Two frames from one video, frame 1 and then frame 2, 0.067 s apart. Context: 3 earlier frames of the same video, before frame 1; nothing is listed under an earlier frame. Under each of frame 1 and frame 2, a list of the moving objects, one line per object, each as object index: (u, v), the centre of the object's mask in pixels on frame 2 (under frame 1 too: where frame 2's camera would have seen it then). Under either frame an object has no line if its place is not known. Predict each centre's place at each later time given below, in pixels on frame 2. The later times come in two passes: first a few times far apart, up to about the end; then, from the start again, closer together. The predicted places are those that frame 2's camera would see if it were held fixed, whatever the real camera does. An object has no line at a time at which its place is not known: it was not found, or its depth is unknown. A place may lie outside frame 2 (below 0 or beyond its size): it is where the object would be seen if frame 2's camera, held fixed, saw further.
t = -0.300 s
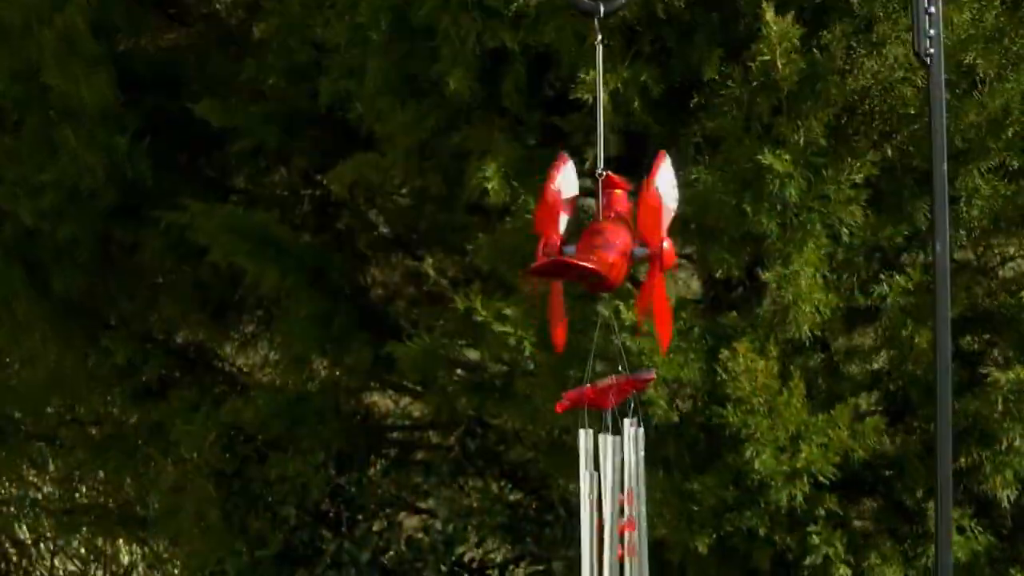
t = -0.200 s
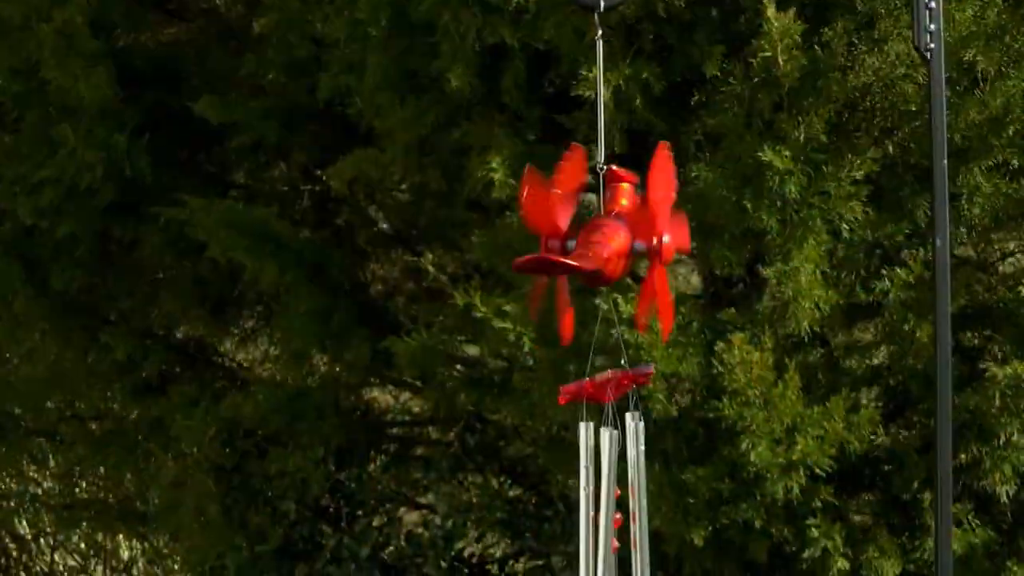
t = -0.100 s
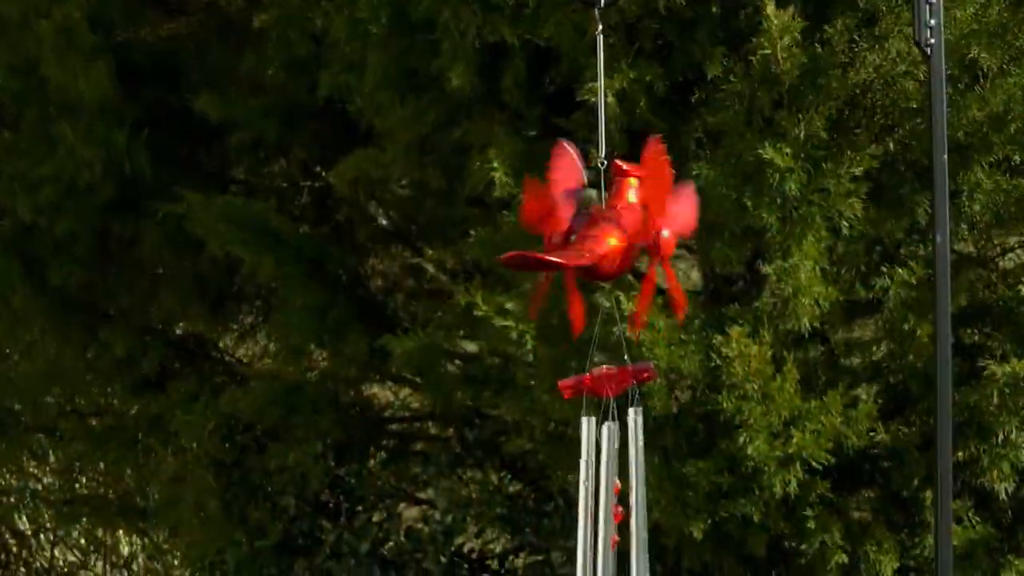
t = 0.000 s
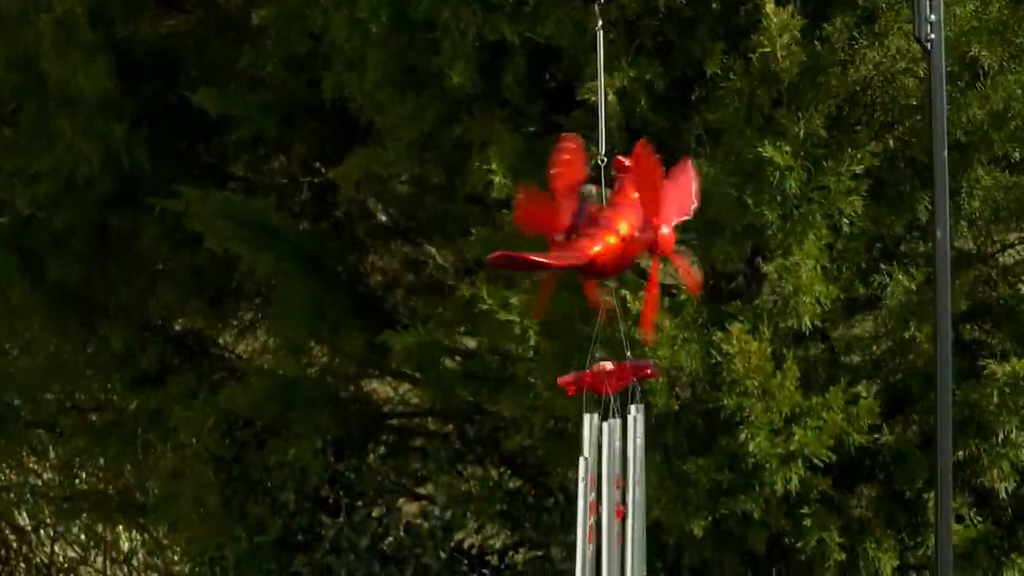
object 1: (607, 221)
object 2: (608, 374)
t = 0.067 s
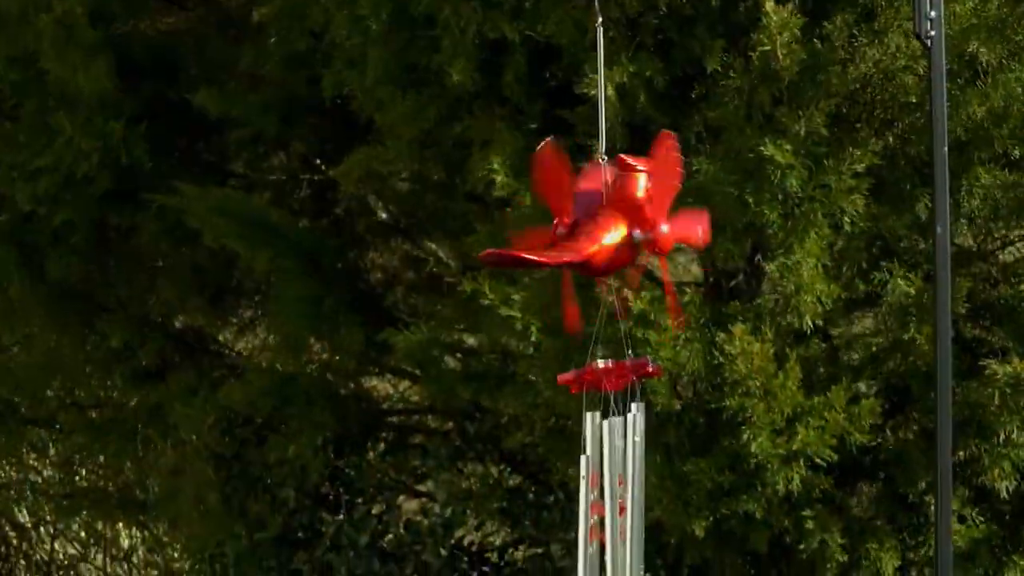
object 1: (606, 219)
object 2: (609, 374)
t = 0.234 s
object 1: (607, 215)
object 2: (614, 371)
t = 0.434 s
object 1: (610, 219)
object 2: (620, 370)
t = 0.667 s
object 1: (613, 223)
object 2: (623, 370)
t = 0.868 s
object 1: (611, 231)
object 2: (618, 369)
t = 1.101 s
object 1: (609, 227)
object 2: (615, 369)
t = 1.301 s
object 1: (610, 233)
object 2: (615, 369)
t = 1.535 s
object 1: (612, 231)
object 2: (618, 371)
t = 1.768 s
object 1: (616, 227)
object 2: (620, 371)
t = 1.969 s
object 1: (607, 228)
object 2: (618, 371)
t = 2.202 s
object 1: (610, 230)
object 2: (615, 370)
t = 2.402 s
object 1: (610, 229)
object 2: (617, 371)
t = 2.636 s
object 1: (614, 233)
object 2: (619, 370)
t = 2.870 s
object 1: (610, 233)
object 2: (618, 369)
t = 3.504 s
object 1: (600, 236)
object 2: (604, 367)
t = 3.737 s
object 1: (602, 247)
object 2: (602, 368)
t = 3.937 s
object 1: (604, 254)
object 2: (603, 369)
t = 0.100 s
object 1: (603, 222)
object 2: (609, 374)
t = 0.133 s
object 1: (606, 219)
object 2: (609, 374)
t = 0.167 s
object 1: (608, 211)
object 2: (611, 373)
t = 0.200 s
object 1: (608, 218)
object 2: (612, 373)
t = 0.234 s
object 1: (607, 215)
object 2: (614, 371)
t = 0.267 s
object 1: (606, 217)
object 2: (614, 371)
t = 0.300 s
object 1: (609, 213)
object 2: (614, 370)
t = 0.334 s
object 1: (604, 217)
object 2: (616, 370)
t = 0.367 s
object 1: (605, 217)
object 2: (616, 370)
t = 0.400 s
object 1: (607, 218)
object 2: (618, 370)
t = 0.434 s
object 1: (610, 219)
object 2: (620, 370)
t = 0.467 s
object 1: (608, 222)
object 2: (621, 371)
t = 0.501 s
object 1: (609, 222)
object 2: (622, 371)
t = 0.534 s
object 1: (611, 223)
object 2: (623, 371)
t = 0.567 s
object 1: (614, 222)
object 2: (624, 371)
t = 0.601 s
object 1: (611, 225)
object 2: (623, 371)
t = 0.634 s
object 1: (611, 224)
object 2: (623, 370)
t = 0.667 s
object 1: (613, 223)
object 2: (623, 370)
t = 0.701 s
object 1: (612, 224)
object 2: (622, 369)
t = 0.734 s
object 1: (610, 225)
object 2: (621, 369)
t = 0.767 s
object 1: (610, 227)
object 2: (621, 369)
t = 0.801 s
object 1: (613, 227)
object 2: (620, 369)
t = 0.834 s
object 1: (613, 229)
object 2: (619, 369)
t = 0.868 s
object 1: (611, 231)
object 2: (618, 369)
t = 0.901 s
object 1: (610, 231)
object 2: (617, 369)
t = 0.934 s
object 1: (613, 231)
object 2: (617, 370)
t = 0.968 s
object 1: (613, 232)
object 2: (616, 370)
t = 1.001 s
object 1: (608, 234)
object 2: (615, 370)
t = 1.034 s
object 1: (607, 232)
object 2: (615, 370)
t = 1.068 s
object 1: (609, 228)
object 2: (615, 369)
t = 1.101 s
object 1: (609, 227)
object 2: (615, 369)
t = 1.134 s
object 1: (609, 225)
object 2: (615, 368)
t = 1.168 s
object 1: (604, 226)
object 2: (615, 368)
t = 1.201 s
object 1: (608, 224)
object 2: (615, 368)
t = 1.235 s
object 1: (612, 226)
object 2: (615, 368)
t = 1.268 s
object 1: (613, 230)
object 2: (615, 368)
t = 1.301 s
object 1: (610, 233)
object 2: (615, 369)
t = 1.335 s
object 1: (611, 232)
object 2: (616, 369)
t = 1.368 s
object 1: (612, 232)
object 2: (616, 370)
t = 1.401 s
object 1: (612, 233)
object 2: (616, 371)
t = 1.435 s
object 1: (608, 236)
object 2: (617, 371)
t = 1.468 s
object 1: (609, 232)
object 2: (617, 371)
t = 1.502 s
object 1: (612, 229)
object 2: (618, 371)
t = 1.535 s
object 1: (612, 231)
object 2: (618, 371)
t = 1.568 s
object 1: (606, 232)
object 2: (618, 370)
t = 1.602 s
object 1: (610, 228)
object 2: (618, 370)
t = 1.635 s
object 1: (616, 227)
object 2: (619, 370)
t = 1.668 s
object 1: (611, 229)
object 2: (619, 370)
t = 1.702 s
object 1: (609, 229)
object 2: (620, 370)
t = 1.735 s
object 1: (612, 228)
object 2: (620, 370)
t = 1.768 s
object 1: (616, 227)
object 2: (620, 371)
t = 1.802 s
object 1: (612, 229)
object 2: (620, 371)
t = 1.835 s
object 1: (609, 229)
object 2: (619, 372)
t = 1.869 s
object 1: (612, 230)
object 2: (619, 372)
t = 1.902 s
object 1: (616, 227)
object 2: (619, 372)
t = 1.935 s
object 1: (607, 231)
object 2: (618, 372)
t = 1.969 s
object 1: (607, 228)
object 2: (618, 371)
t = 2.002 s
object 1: (614, 228)
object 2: (617, 371)
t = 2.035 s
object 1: (613, 227)
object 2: (617, 371)
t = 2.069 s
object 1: (608, 230)
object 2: (617, 370)
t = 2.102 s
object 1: (612, 228)
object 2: (615, 370)
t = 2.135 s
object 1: (612, 225)
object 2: (615, 370)
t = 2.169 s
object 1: (609, 229)
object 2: (616, 370)
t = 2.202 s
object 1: (610, 230)
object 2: (615, 370)
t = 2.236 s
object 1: (611, 231)
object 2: (615, 371)
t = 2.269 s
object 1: (612, 229)
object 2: (615, 371)
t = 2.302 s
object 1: (608, 231)
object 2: (615, 371)
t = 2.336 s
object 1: (610, 230)
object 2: (616, 371)
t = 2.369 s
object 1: (612, 227)
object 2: (616, 371)
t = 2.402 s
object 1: (610, 229)
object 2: (617, 371)
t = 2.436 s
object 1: (608, 227)
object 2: (617, 370)
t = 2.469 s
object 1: (609, 227)
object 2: (617, 370)
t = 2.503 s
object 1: (616, 228)
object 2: (618, 369)
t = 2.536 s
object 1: (618, 231)
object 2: (618, 369)
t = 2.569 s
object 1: (617, 235)
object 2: (618, 369)
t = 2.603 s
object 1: (617, 235)
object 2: (619, 369)
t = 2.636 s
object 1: (614, 233)
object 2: (619, 370)
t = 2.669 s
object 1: (614, 230)
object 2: (619, 370)
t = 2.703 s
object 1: (614, 228)
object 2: (619, 370)
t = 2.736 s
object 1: (608, 230)
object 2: (618, 371)
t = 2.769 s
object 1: (612, 231)
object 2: (618, 371)
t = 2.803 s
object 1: (614, 234)
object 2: (617, 371)
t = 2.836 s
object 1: (612, 234)
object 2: (617, 370)
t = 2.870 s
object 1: (610, 233)
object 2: (618, 369)
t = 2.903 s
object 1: (612, 234)
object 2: (618, 369)
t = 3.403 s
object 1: (604, 233)
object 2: (607, 366)
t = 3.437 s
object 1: (602, 233)
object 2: (605, 366)
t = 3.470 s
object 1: (608, 235)
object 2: (605, 367)
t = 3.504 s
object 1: (600, 236)
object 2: (604, 367)
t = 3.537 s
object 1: (602, 239)
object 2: (605, 367)
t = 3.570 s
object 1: (603, 240)
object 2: (604, 368)
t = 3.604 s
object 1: (602, 241)
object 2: (605, 368)
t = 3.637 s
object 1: (603, 243)
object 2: (604, 368)
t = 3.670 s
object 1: (605, 244)
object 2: (603, 368)
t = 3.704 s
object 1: (603, 245)
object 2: (602, 367)
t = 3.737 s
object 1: (602, 247)
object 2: (602, 368)
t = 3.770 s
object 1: (601, 250)
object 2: (602, 367)
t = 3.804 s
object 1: (602, 249)
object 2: (603, 367)
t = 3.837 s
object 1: (603, 249)
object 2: (602, 367)
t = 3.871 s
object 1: (604, 249)
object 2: (603, 368)
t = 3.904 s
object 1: (604, 252)
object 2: (603, 368)
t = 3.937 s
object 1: (604, 254)
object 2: (603, 369)
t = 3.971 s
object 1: (603, 255)
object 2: (603, 369)
